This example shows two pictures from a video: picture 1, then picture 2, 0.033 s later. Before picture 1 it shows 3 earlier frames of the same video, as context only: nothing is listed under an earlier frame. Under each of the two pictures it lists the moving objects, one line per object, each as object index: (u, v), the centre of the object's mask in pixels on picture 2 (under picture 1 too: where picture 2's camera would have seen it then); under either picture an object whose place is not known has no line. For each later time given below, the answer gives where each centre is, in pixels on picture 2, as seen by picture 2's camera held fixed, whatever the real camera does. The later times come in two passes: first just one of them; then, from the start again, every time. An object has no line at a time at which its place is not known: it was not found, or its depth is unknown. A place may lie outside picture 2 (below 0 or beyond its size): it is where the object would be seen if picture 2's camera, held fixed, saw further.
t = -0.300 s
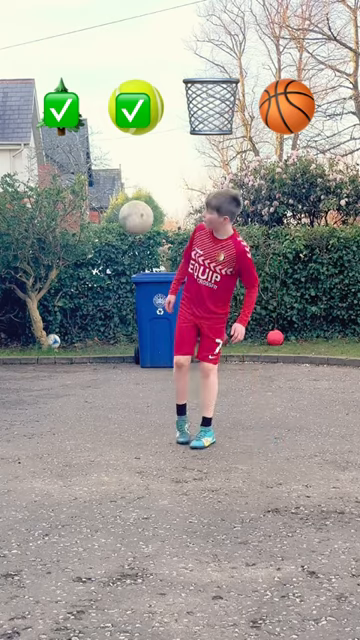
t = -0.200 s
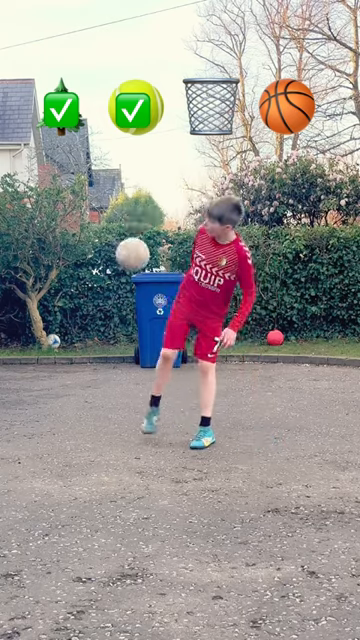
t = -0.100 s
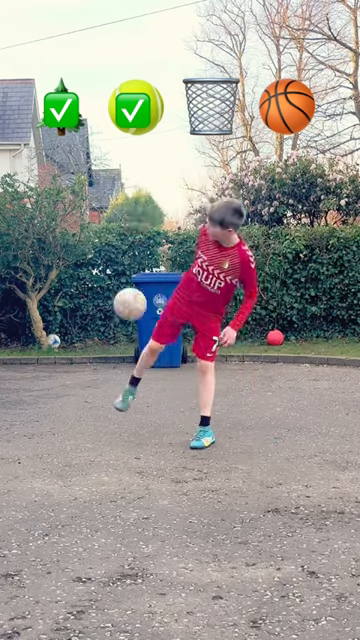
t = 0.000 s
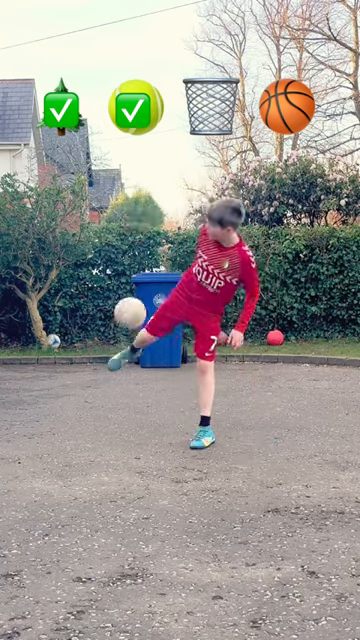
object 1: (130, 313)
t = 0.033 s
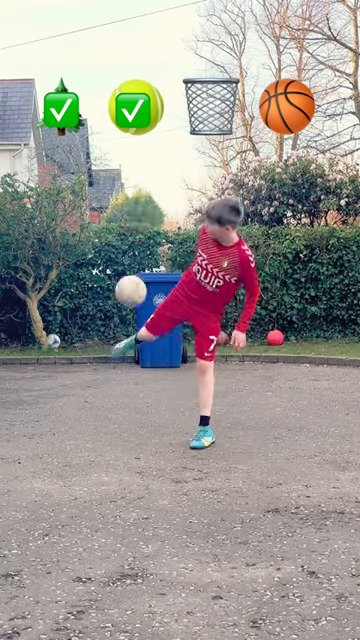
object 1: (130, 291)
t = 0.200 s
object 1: (136, 212)
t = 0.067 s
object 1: (131, 271)
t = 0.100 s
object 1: (133, 254)
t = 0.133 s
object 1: (134, 239)
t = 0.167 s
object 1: (135, 225)
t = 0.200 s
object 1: (136, 212)
